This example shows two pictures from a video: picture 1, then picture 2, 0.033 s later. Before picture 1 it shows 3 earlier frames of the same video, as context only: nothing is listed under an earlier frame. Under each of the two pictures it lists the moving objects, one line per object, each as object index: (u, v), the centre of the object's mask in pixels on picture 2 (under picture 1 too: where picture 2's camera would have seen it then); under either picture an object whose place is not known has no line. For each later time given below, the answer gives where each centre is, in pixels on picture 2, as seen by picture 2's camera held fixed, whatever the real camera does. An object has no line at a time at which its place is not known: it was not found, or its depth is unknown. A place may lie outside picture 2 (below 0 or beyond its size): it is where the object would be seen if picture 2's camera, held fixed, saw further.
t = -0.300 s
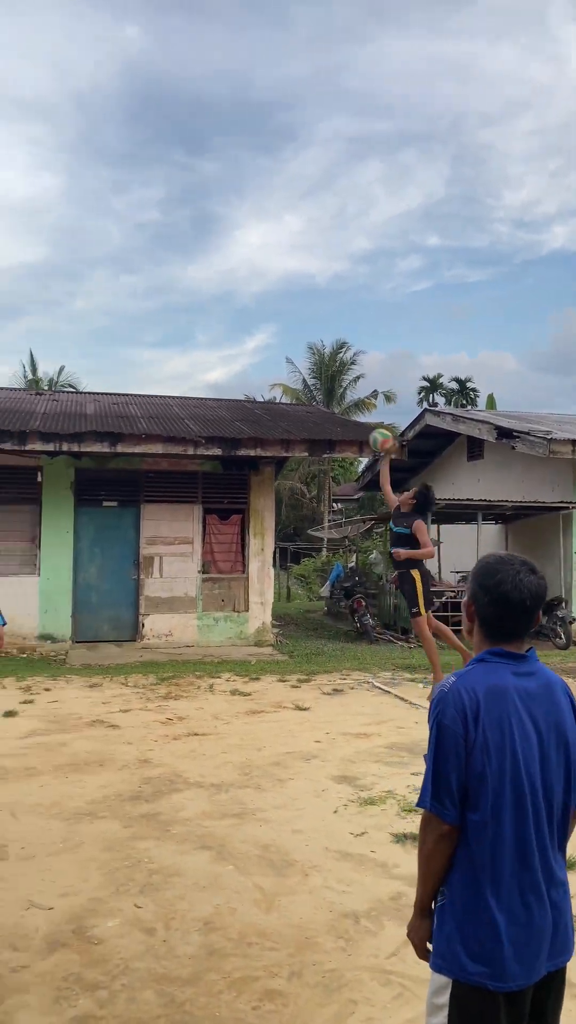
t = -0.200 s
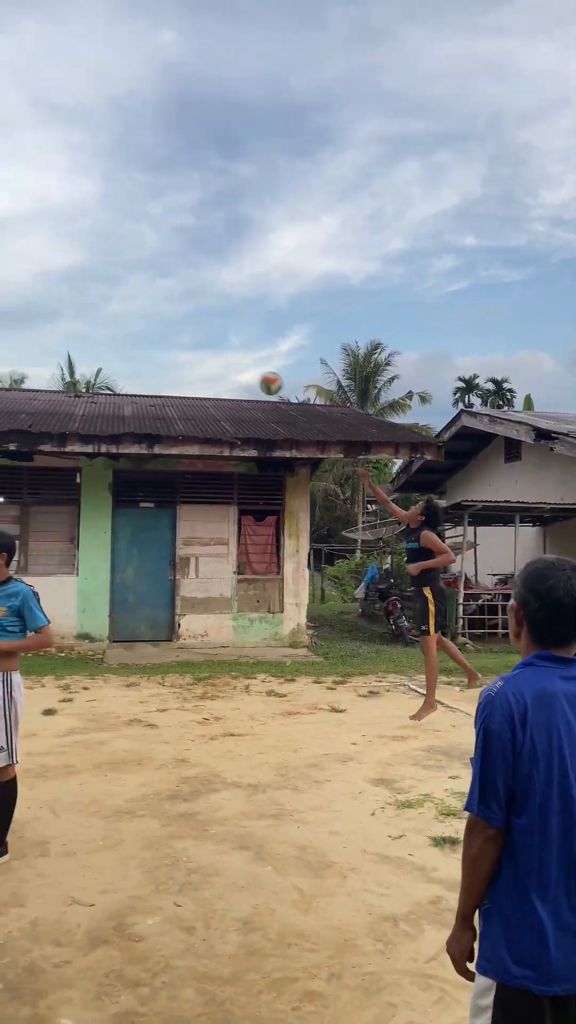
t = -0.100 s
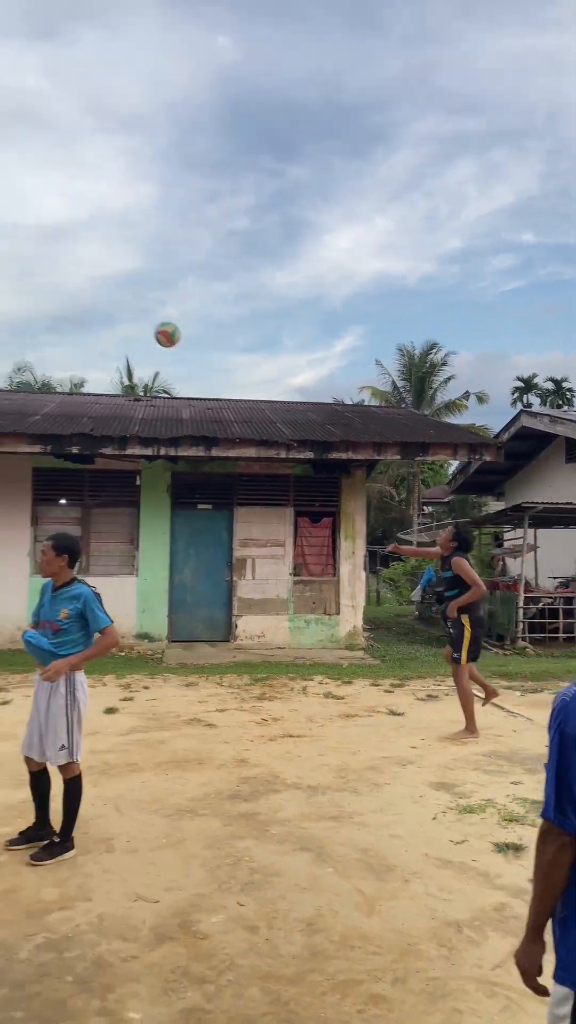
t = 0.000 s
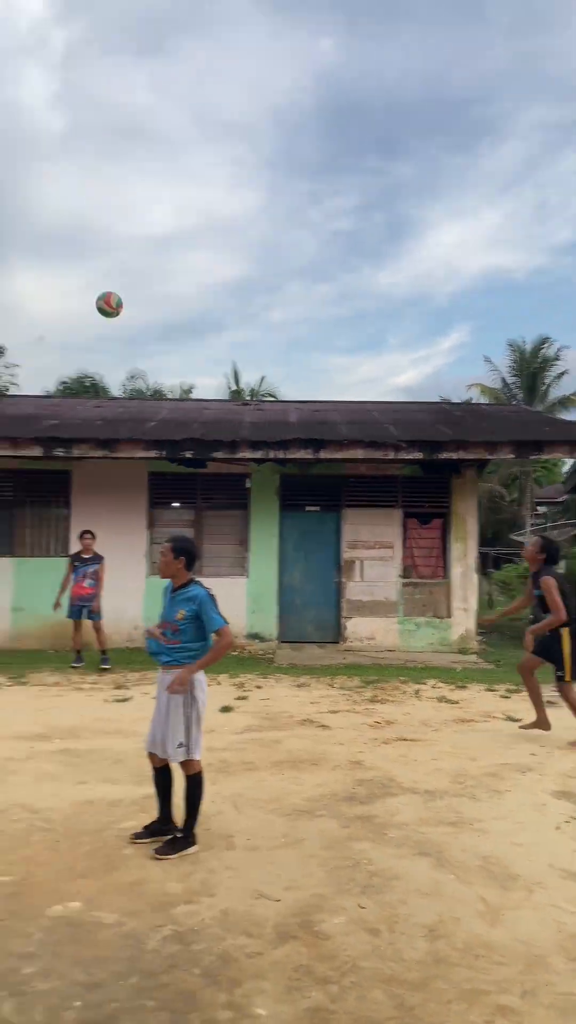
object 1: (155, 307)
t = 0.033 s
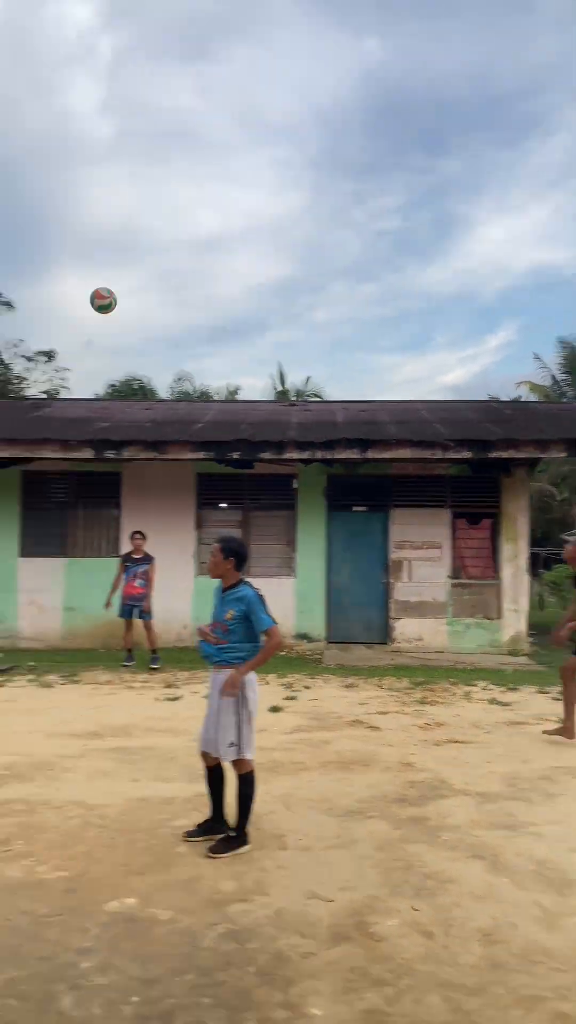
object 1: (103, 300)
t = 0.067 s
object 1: (51, 294)
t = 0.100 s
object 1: (2, 291)
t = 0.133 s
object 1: (-49, 287)
